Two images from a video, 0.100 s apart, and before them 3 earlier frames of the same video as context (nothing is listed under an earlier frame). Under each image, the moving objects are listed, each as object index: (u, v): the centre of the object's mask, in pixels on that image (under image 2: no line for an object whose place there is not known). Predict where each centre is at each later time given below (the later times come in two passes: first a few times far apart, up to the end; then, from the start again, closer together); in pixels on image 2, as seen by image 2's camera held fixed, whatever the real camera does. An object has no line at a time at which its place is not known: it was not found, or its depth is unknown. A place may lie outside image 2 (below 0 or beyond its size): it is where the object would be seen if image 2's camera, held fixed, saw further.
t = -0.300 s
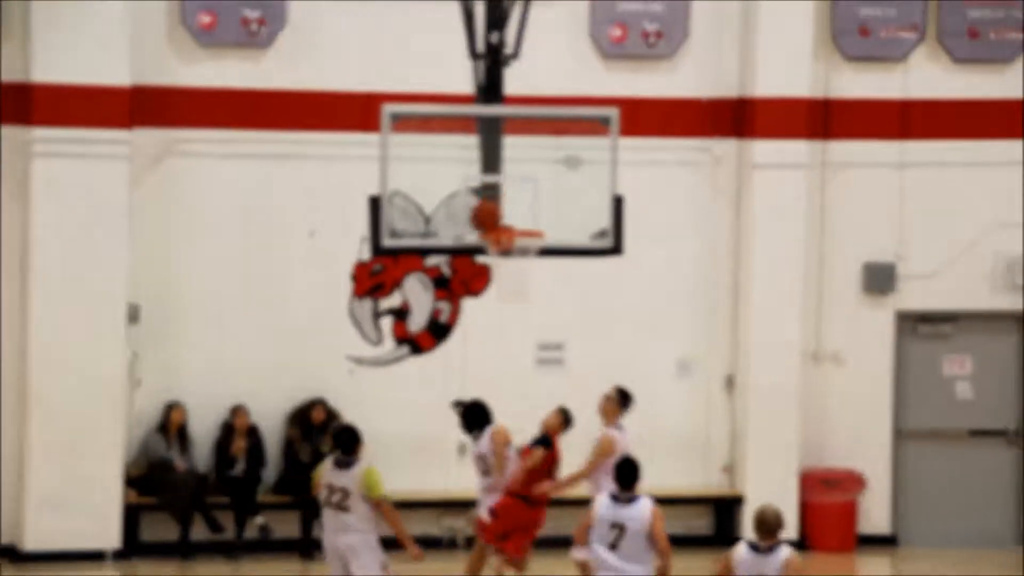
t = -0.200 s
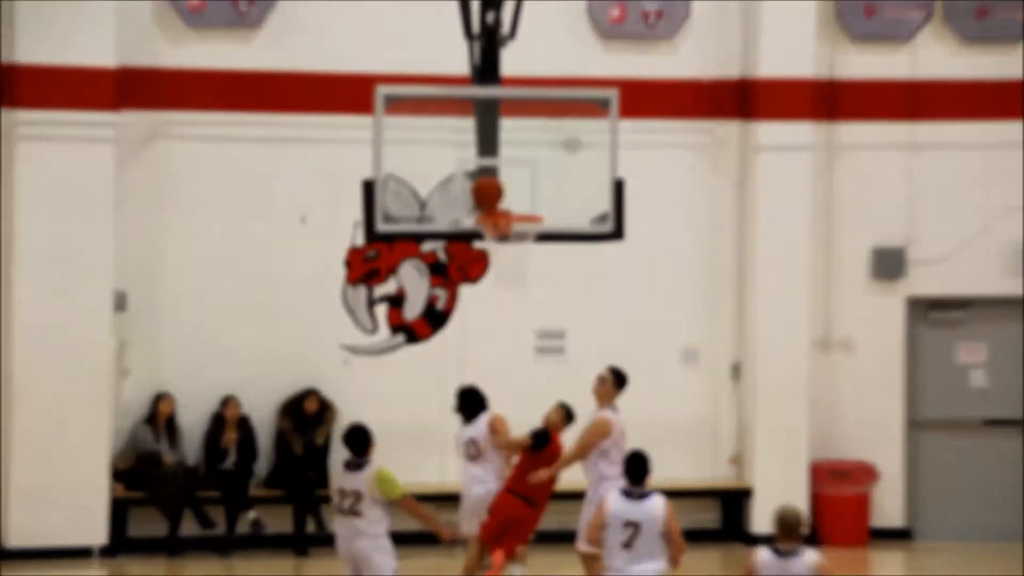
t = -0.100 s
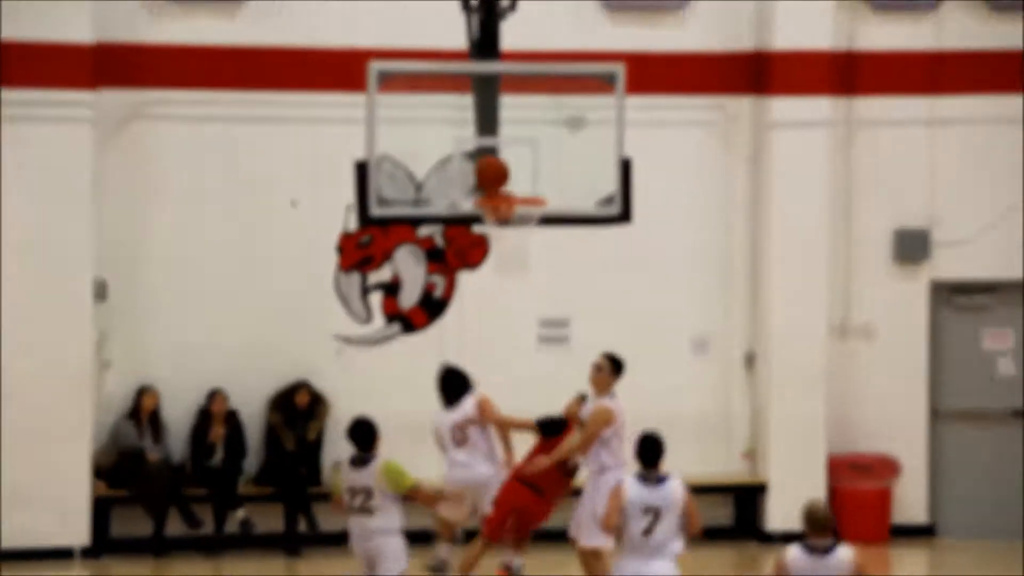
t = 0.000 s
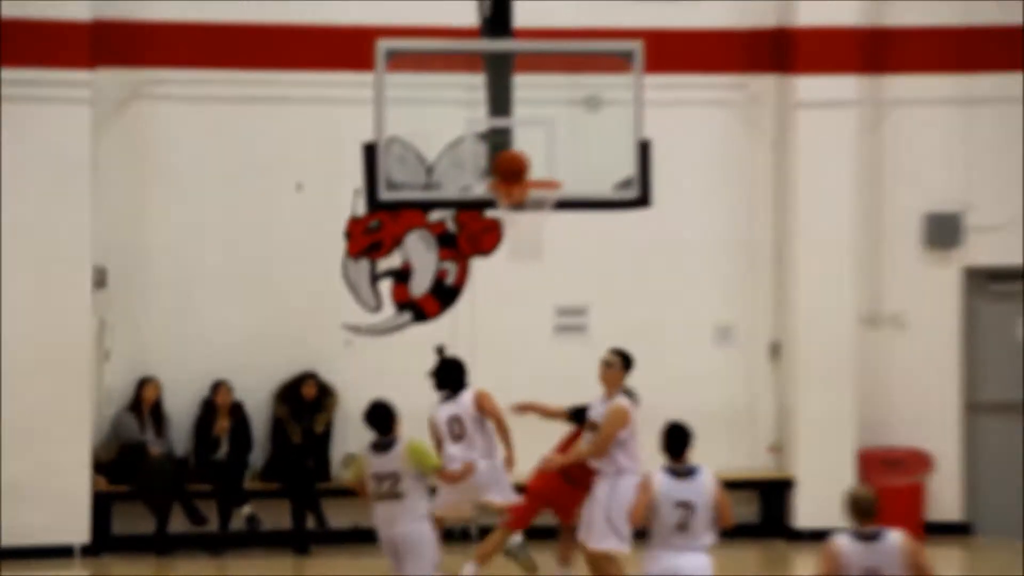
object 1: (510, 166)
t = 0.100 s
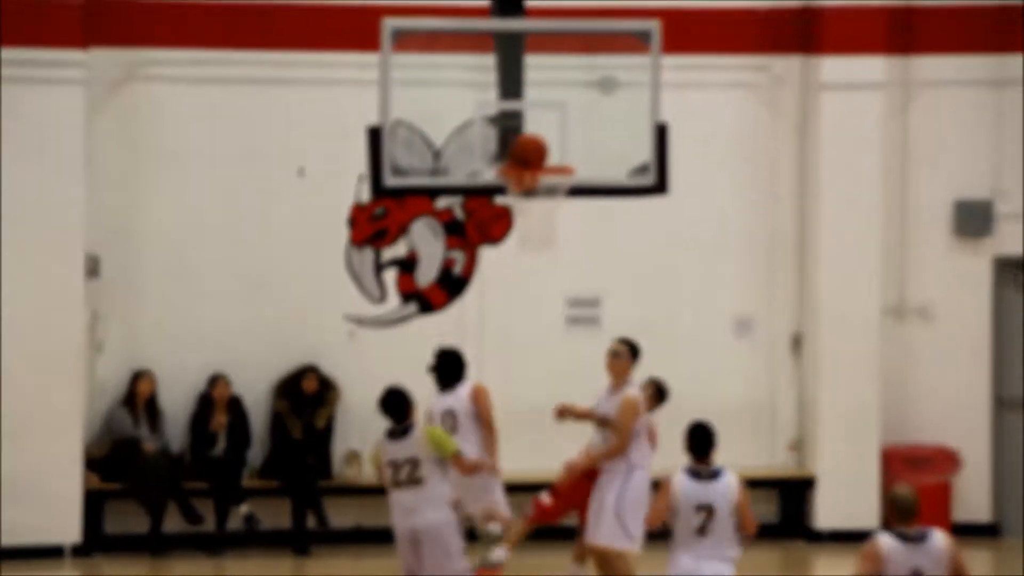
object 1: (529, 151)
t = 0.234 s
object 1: (540, 153)
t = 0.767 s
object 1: (543, 271)
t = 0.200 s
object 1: (538, 153)
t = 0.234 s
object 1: (540, 153)
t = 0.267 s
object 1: (543, 155)
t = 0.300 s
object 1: (546, 157)
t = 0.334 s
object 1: (548, 157)
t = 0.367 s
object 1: (550, 158)
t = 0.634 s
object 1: (550, 224)
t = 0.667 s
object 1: (548, 233)
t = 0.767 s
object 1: (543, 271)
